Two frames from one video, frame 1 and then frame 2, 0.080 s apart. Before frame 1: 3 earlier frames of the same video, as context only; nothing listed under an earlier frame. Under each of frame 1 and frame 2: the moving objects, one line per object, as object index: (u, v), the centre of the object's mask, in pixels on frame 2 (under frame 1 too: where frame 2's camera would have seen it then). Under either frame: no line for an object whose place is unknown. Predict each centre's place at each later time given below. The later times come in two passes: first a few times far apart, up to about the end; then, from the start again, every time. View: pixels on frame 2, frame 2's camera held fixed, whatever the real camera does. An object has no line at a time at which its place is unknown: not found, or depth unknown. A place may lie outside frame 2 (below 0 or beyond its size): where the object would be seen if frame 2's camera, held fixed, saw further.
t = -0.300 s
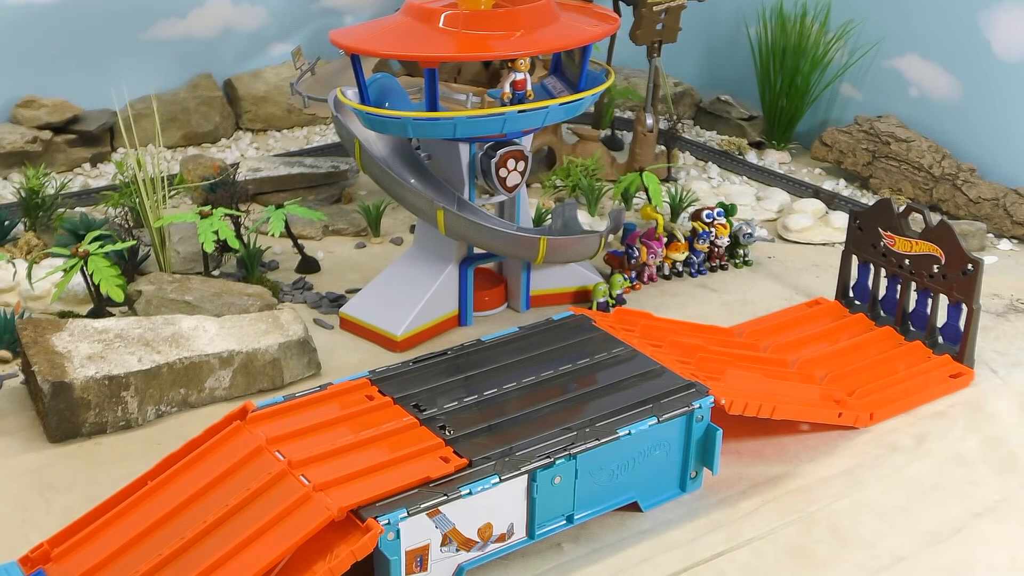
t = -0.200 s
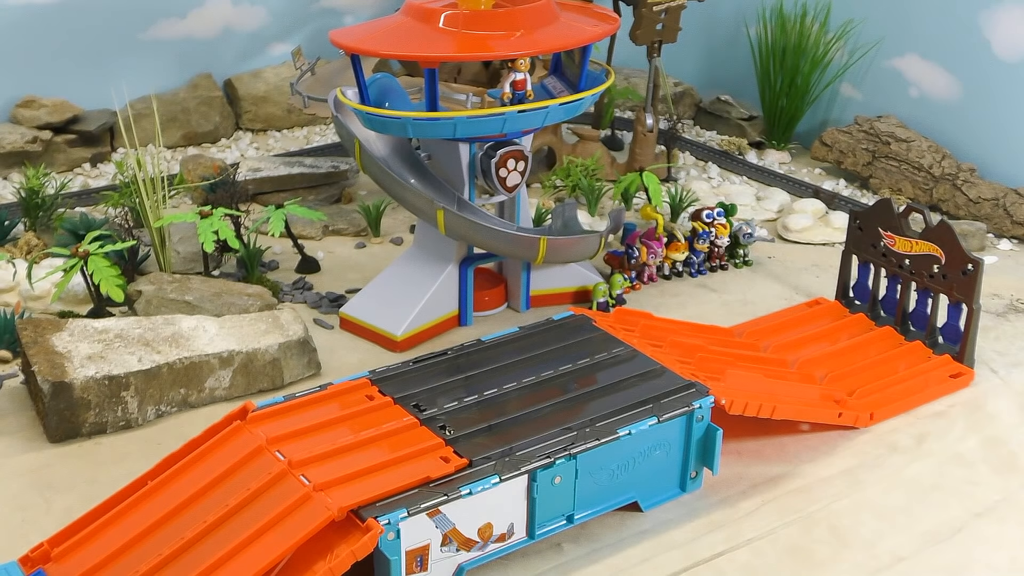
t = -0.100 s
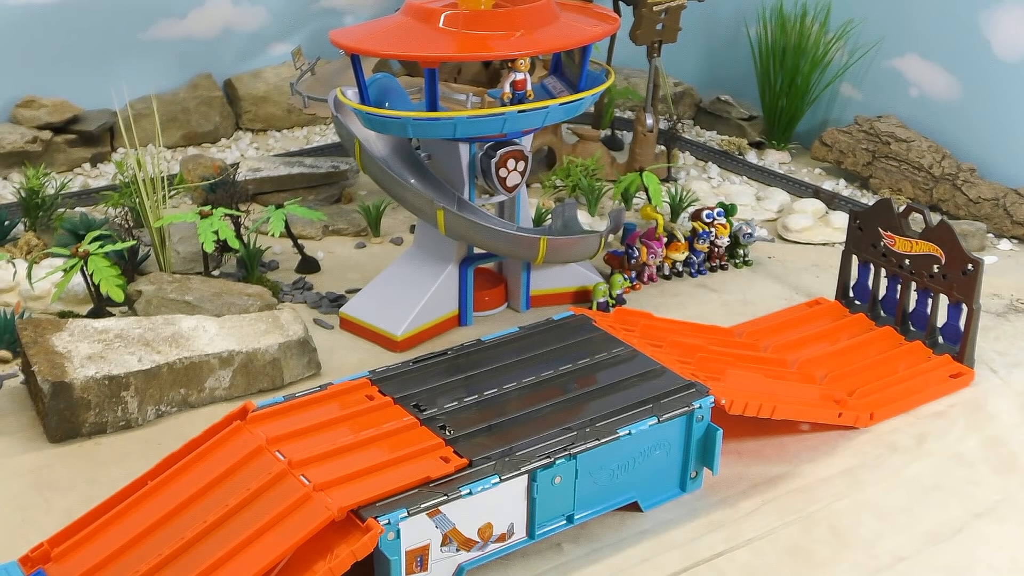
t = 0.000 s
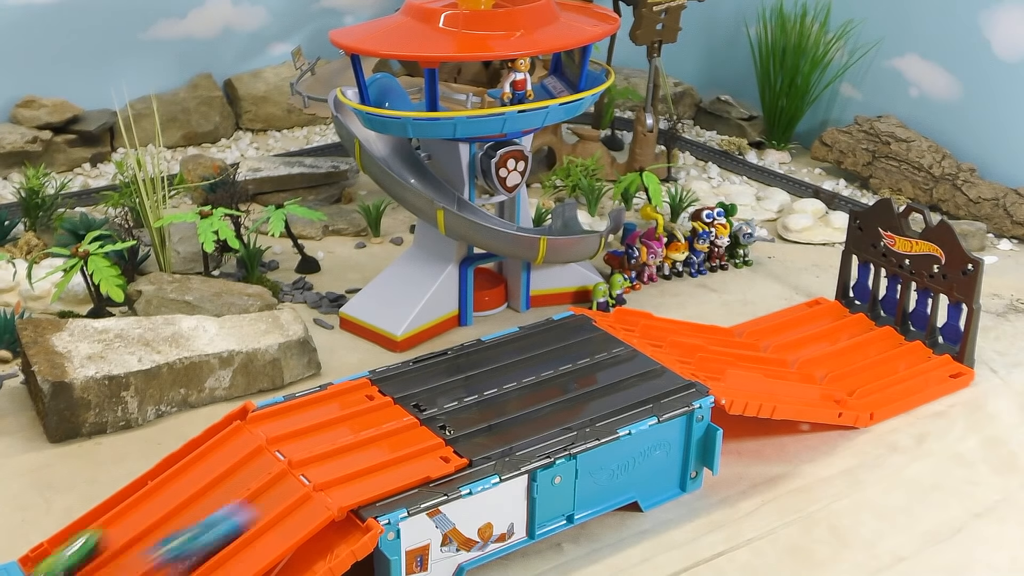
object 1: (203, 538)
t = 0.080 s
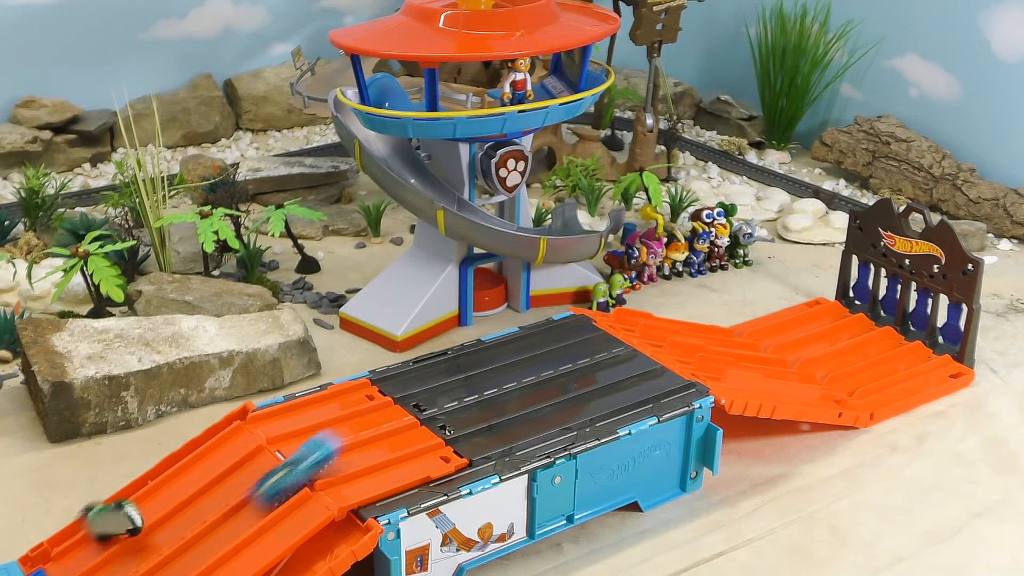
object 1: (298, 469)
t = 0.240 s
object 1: (426, 425)
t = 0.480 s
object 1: (560, 381)
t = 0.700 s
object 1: (656, 352)
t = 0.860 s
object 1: (719, 353)
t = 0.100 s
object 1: (315, 456)
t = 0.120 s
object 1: (331, 446)
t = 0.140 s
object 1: (348, 438)
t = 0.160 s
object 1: (364, 435)
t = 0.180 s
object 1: (380, 438)
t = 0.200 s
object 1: (396, 436)
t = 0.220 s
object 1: (412, 429)
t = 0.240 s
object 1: (426, 425)
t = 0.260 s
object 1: (439, 421)
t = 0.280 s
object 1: (452, 417)
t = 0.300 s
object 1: (463, 414)
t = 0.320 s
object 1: (472, 410)
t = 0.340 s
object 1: (486, 404)
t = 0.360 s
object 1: (498, 400)
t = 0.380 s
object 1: (508, 398)
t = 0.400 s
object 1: (519, 395)
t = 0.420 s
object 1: (530, 391)
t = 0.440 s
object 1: (539, 388)
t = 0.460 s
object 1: (550, 385)
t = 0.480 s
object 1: (560, 381)
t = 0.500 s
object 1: (570, 378)
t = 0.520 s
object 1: (579, 375)
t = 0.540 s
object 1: (589, 372)
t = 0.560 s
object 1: (598, 369)
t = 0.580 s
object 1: (607, 365)
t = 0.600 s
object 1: (615, 363)
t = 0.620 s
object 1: (624, 360)
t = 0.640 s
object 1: (632, 358)
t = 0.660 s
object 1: (640, 355)
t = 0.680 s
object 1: (648, 354)
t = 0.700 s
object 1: (656, 352)
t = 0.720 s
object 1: (662, 352)
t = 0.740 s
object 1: (666, 351)
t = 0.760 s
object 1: (673, 348)
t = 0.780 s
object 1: (678, 348)
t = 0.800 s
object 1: (683, 350)
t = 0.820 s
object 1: (691, 350)
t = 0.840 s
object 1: (701, 351)
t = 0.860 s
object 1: (719, 353)
